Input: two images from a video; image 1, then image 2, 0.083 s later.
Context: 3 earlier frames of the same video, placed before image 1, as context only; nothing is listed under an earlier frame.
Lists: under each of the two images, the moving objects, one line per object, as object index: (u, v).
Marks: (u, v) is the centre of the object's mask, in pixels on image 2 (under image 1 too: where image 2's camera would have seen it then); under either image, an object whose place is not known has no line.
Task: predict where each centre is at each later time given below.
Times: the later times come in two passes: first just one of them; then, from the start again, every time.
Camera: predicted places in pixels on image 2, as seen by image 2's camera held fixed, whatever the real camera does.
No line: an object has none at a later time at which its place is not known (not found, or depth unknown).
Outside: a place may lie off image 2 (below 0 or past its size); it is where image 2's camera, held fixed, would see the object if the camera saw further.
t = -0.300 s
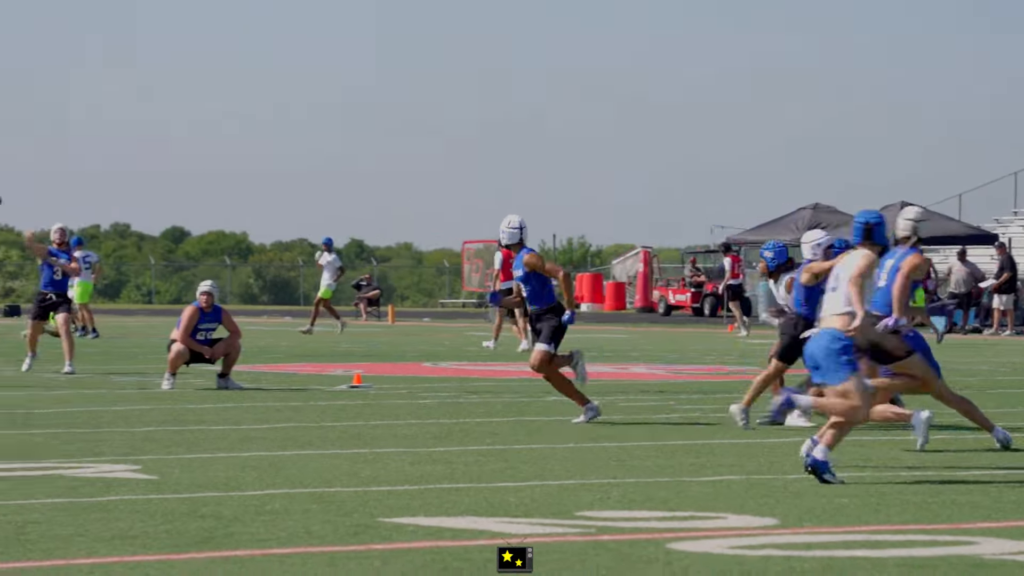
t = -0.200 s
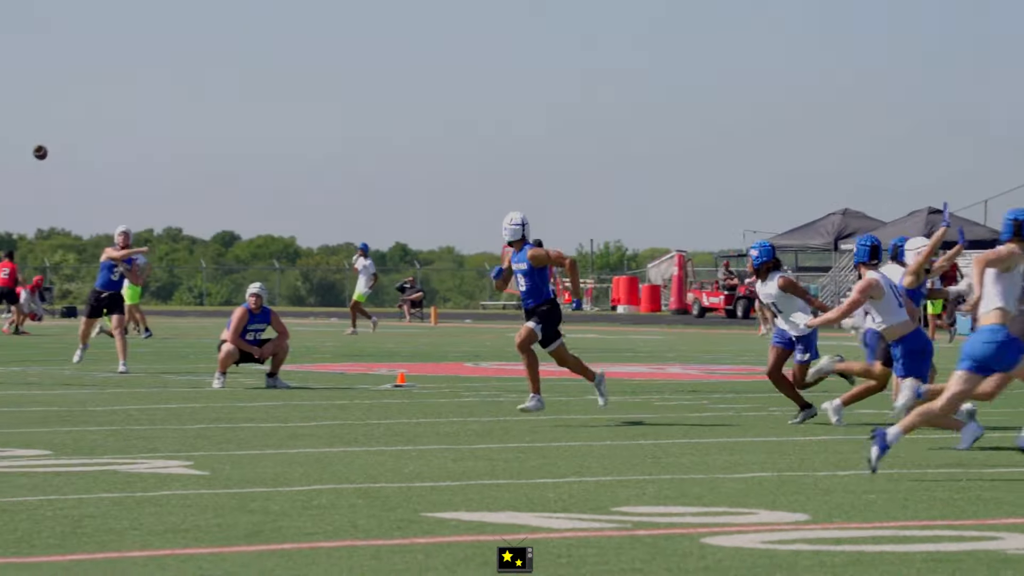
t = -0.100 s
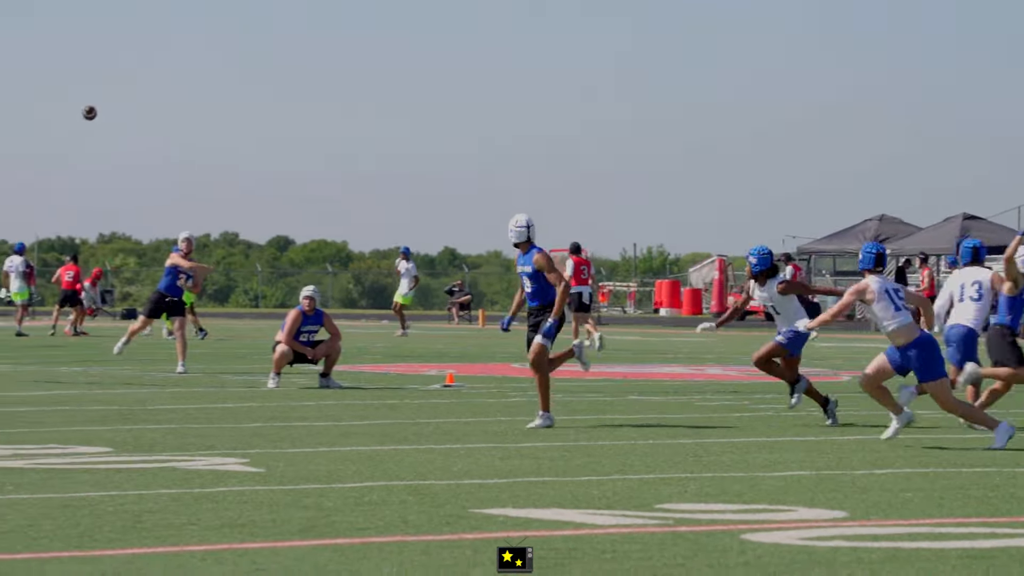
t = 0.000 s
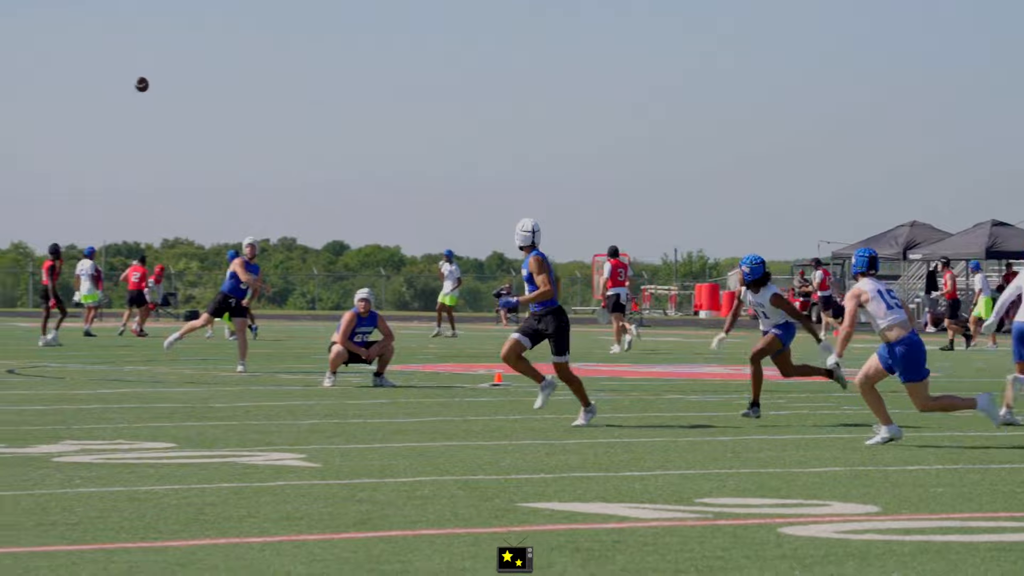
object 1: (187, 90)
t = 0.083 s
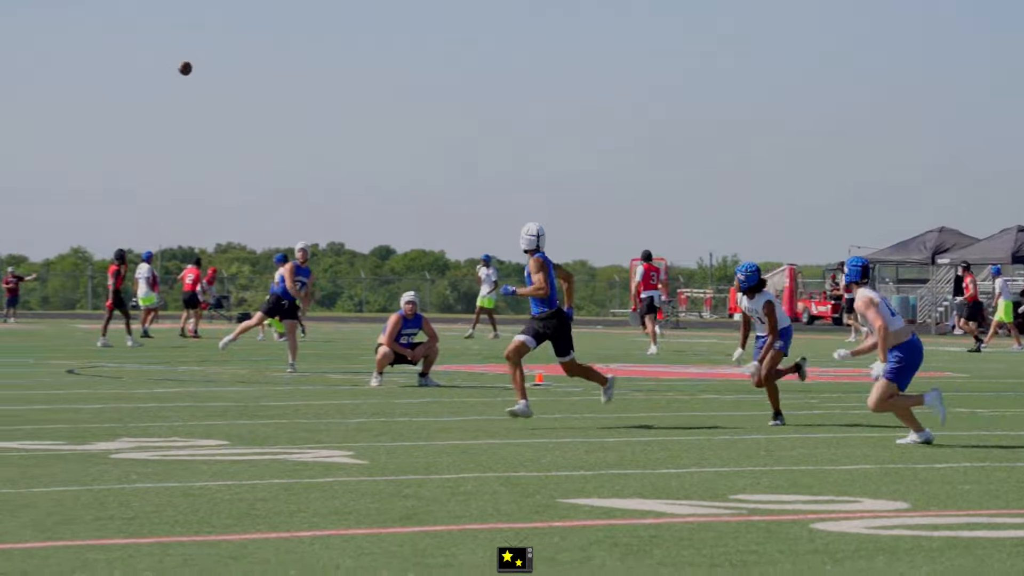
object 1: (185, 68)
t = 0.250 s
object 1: (171, 35)
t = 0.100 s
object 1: (184, 65)
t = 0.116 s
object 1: (183, 60)
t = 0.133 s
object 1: (181, 56)
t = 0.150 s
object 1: (180, 53)
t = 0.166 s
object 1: (178, 50)
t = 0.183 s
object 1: (177, 47)
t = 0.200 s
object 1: (176, 44)
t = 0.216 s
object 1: (175, 41)
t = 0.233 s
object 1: (173, 38)
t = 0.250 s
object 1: (171, 35)
